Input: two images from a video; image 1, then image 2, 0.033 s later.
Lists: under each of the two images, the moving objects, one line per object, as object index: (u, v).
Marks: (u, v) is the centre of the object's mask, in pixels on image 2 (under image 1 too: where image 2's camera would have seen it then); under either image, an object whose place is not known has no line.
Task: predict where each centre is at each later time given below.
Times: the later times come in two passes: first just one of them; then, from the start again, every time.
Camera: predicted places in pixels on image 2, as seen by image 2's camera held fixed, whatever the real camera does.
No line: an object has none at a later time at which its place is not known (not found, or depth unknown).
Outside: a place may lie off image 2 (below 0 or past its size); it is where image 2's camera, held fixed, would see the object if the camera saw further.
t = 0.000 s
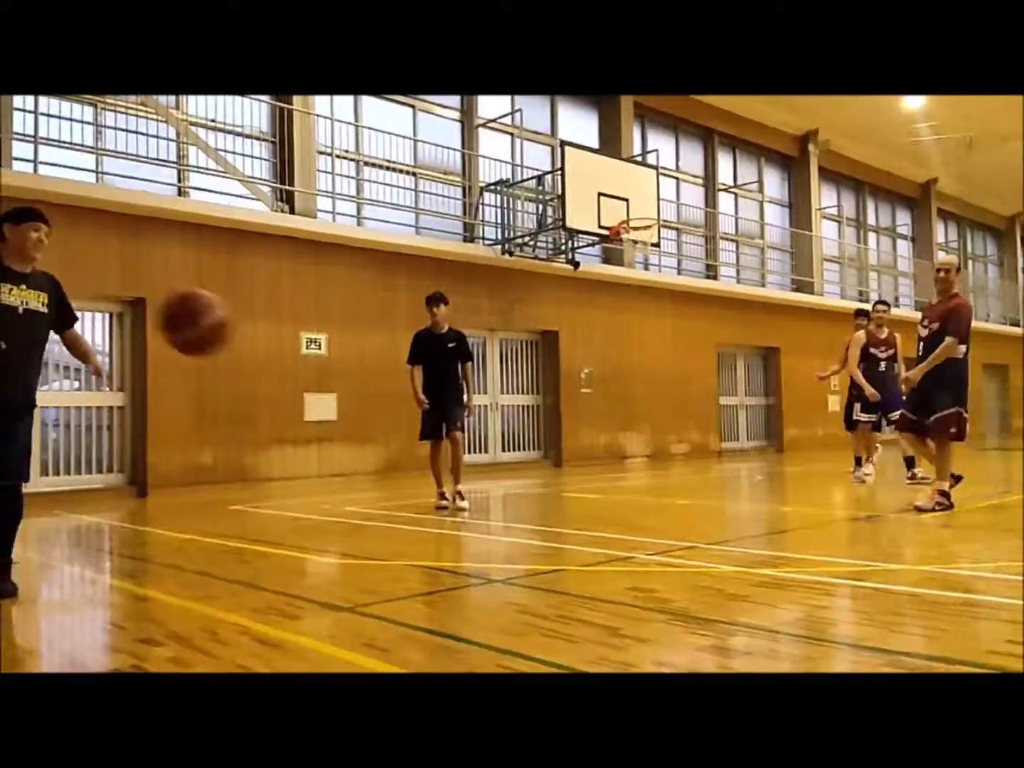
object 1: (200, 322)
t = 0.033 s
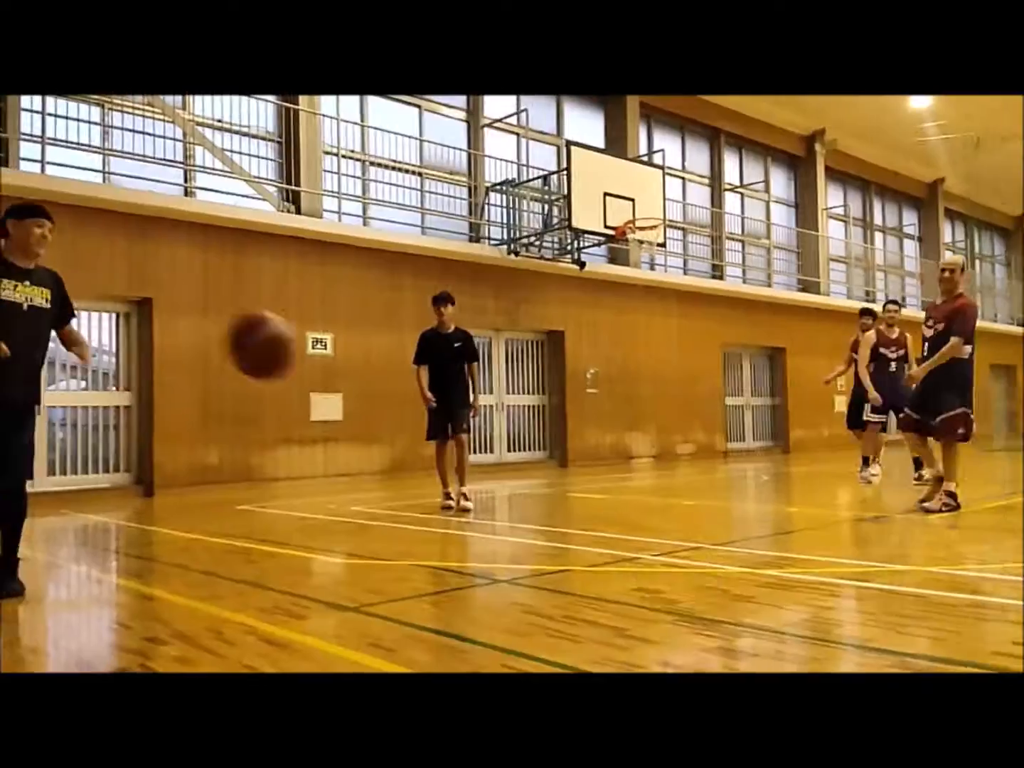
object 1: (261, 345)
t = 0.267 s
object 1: (730, 583)
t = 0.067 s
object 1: (323, 372)
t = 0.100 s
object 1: (388, 403)
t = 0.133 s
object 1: (456, 436)
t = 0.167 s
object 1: (527, 479)
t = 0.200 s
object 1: (597, 525)
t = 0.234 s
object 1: (674, 577)
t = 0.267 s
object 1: (730, 583)
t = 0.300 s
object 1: (768, 541)
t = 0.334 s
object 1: (805, 506)
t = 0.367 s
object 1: (844, 471)
